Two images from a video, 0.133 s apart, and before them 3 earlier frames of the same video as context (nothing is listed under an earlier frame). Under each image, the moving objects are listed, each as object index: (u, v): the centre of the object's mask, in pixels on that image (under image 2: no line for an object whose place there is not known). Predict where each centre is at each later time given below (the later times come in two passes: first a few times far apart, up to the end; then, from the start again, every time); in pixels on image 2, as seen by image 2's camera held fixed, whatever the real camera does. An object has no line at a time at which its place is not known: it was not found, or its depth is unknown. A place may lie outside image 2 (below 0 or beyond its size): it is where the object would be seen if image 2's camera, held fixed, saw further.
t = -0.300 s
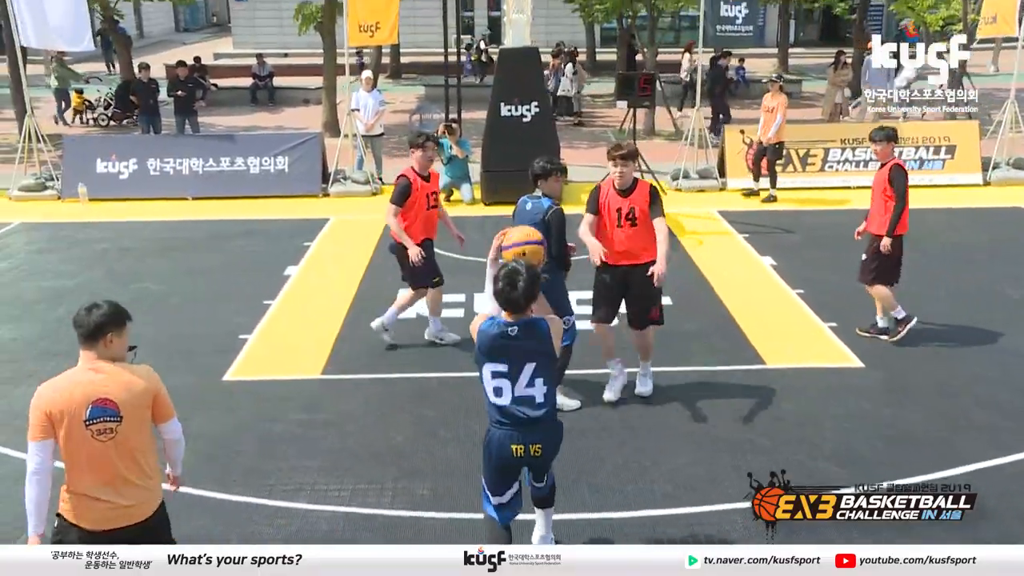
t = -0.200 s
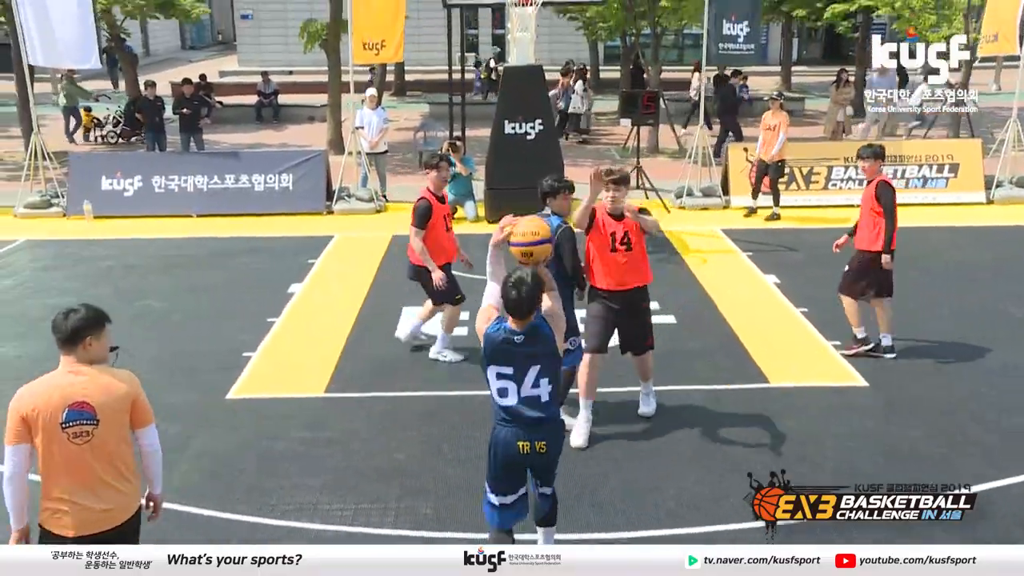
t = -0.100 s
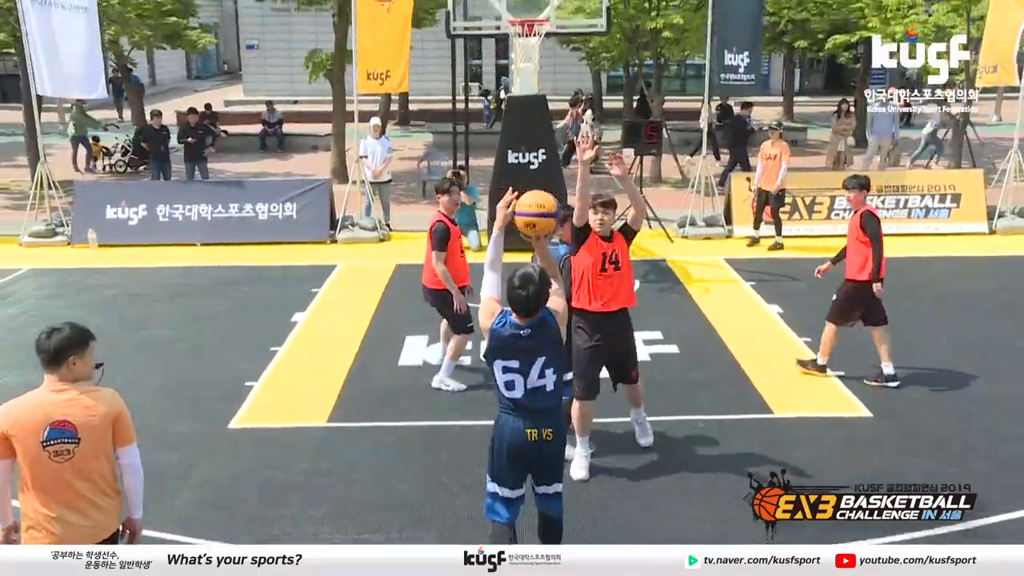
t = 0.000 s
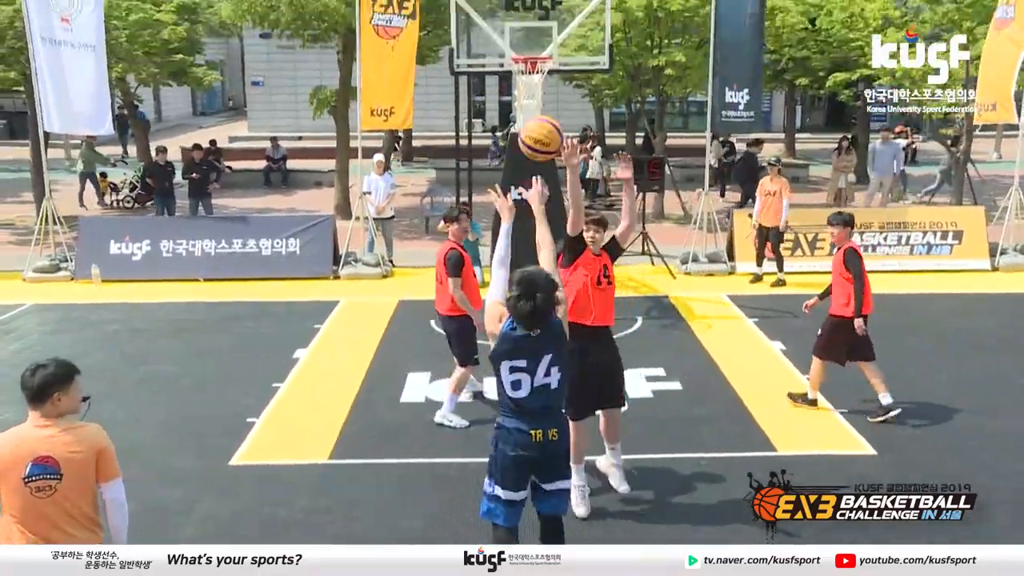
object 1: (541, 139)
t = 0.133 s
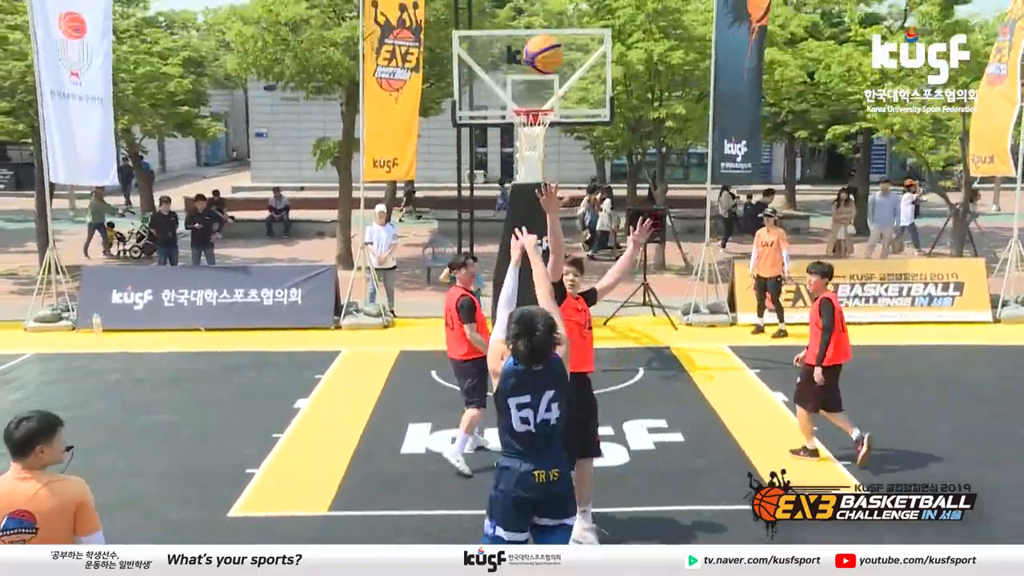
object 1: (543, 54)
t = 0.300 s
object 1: (544, -44)
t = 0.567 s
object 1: (546, -86)
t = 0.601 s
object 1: (545, -85)
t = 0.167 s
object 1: (543, 30)
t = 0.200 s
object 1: (543, 6)
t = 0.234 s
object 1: (544, -13)
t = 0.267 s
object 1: (544, -29)
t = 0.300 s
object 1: (544, -44)
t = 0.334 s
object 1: (544, -56)
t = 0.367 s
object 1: (545, -66)
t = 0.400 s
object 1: (545, -74)
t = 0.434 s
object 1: (545, -79)
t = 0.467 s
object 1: (545, -84)
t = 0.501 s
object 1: (545, -86)
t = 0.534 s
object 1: (545, -87)
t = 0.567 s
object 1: (546, -86)
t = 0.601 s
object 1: (545, -85)
